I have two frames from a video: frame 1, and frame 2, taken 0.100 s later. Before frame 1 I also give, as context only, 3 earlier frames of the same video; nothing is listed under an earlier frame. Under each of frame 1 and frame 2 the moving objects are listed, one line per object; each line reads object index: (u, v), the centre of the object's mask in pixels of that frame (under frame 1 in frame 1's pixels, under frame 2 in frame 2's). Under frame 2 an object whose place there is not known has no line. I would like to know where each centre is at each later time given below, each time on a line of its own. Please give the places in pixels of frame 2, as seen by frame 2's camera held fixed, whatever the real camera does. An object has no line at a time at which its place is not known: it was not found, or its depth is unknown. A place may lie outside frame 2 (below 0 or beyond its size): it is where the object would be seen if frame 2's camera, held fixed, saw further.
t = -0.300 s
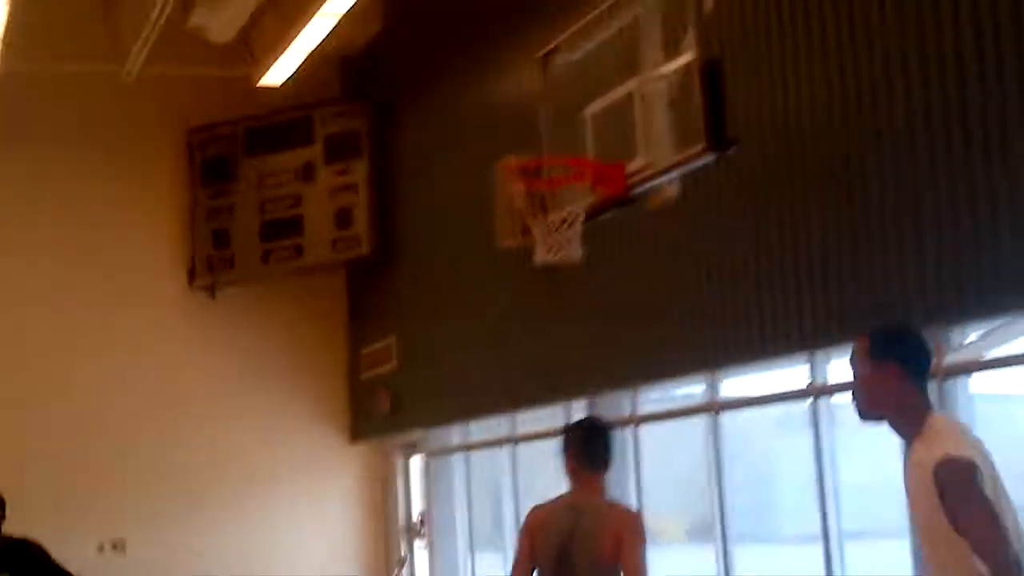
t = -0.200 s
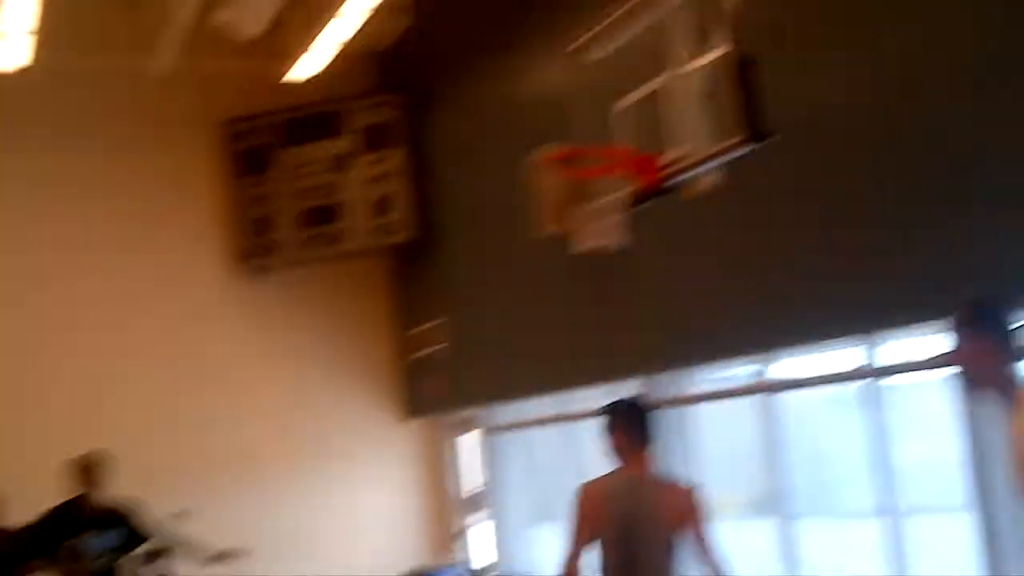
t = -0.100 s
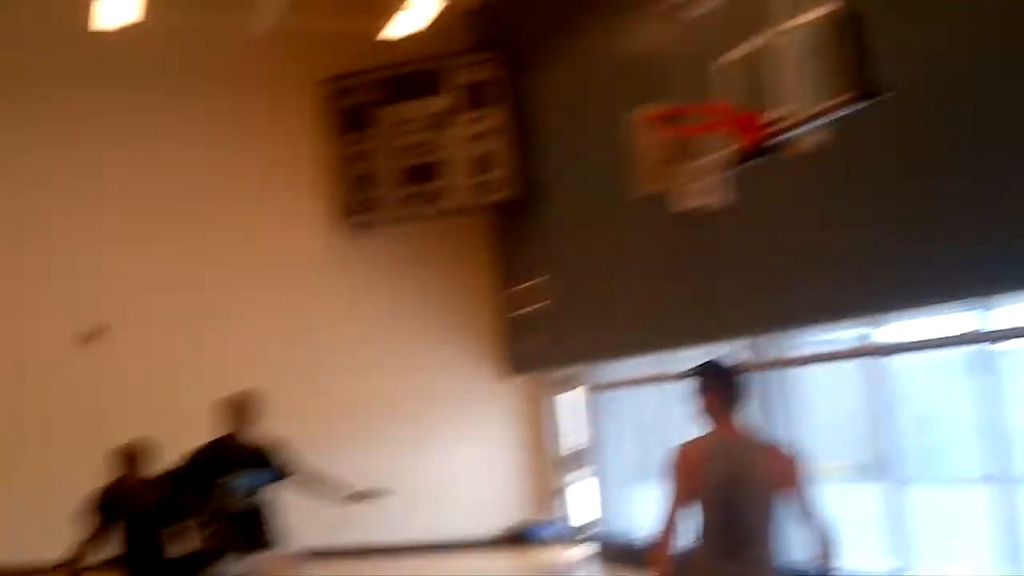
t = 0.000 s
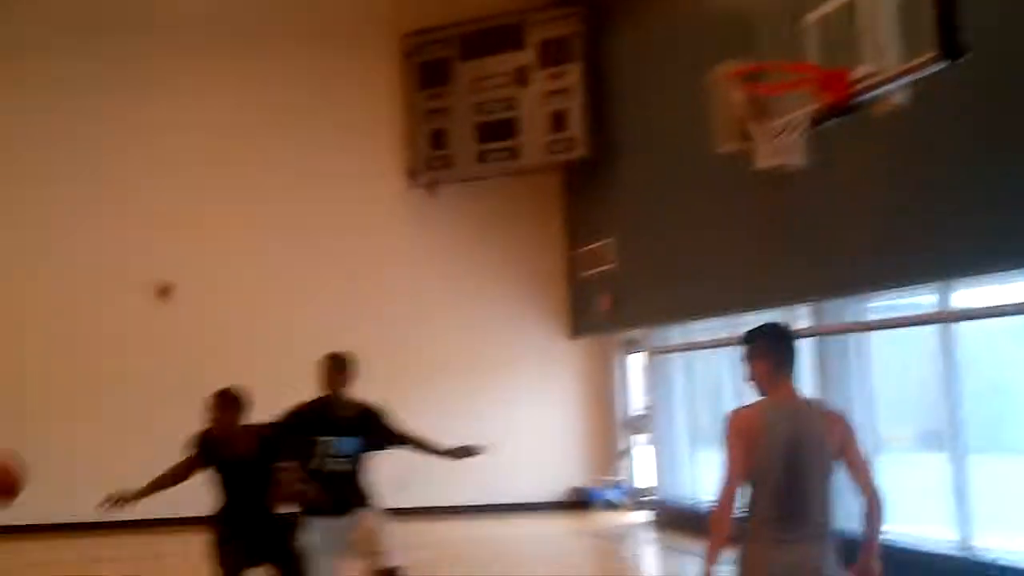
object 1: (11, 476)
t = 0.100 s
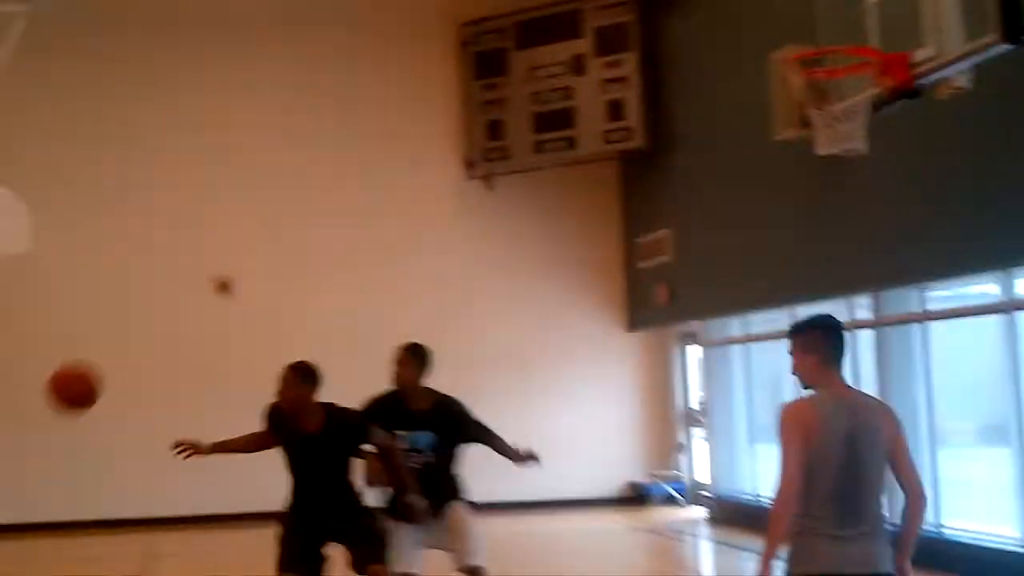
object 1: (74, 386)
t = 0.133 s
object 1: (79, 359)
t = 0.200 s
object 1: (87, 318)
